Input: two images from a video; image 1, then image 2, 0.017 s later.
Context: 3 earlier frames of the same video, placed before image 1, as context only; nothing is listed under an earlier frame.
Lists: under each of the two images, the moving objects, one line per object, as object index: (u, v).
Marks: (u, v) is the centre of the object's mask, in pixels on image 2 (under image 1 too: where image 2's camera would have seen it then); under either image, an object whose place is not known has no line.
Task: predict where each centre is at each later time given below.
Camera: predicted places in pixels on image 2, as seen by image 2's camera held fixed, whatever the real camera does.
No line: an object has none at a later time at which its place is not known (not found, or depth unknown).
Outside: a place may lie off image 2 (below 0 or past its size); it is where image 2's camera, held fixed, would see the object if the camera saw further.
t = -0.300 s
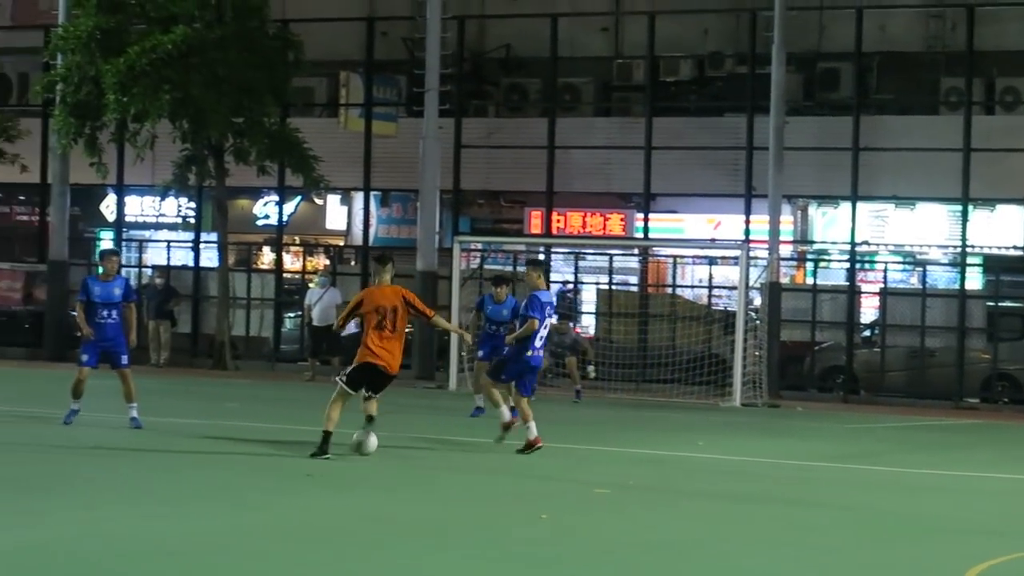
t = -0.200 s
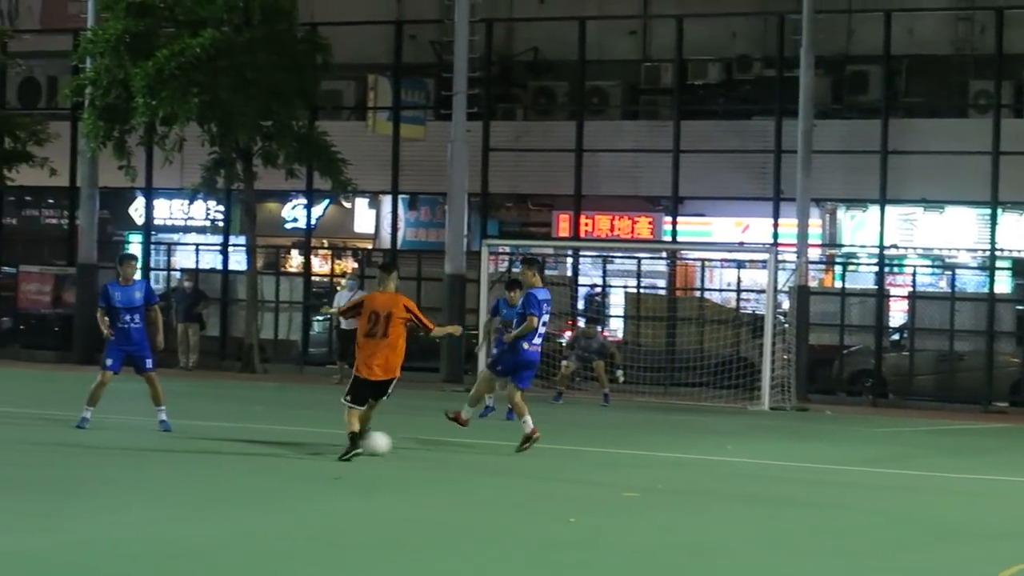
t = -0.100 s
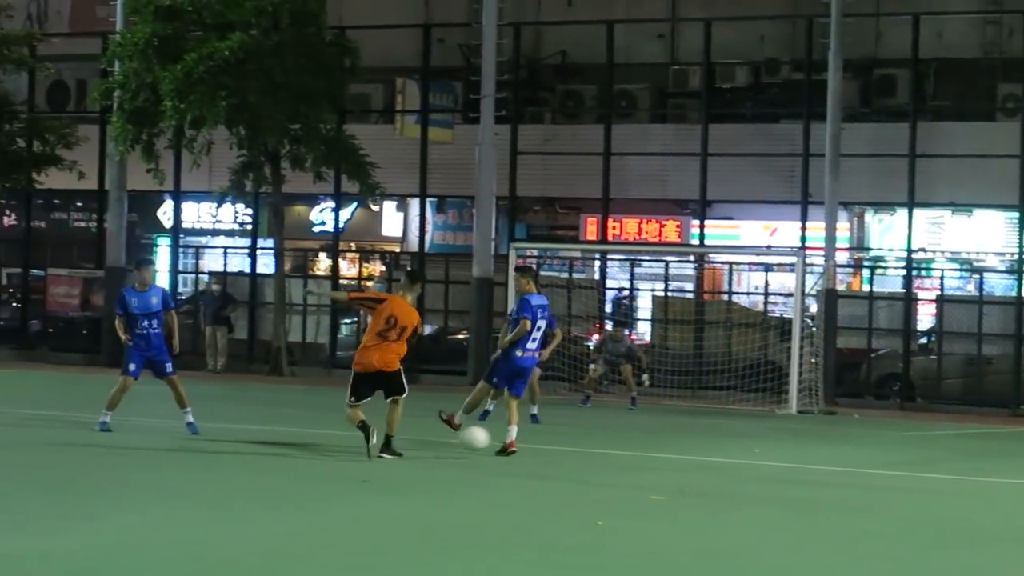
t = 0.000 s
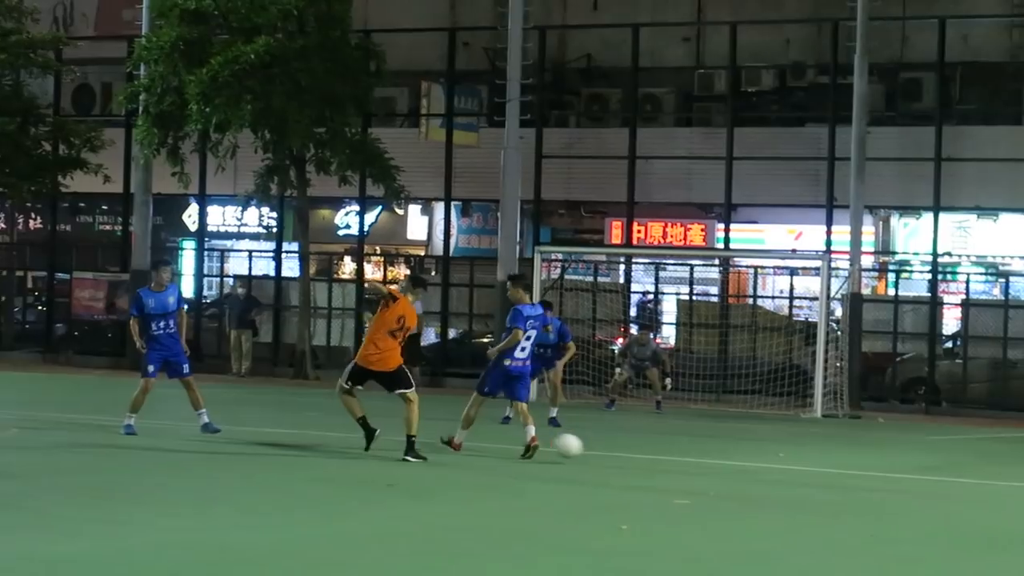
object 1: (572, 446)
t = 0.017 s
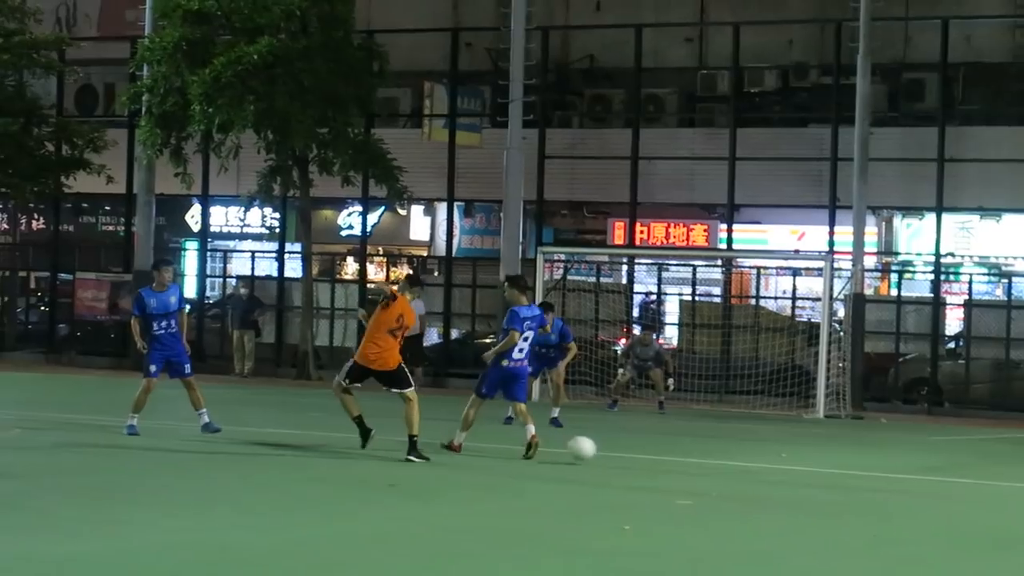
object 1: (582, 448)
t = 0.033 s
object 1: (592, 449)
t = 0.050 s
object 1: (602, 451)
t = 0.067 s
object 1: (613, 451)
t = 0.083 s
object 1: (622, 449)
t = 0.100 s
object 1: (630, 448)
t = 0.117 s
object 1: (640, 447)
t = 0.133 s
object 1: (651, 446)
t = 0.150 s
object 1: (661, 446)
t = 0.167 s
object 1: (670, 446)
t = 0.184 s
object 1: (680, 446)
